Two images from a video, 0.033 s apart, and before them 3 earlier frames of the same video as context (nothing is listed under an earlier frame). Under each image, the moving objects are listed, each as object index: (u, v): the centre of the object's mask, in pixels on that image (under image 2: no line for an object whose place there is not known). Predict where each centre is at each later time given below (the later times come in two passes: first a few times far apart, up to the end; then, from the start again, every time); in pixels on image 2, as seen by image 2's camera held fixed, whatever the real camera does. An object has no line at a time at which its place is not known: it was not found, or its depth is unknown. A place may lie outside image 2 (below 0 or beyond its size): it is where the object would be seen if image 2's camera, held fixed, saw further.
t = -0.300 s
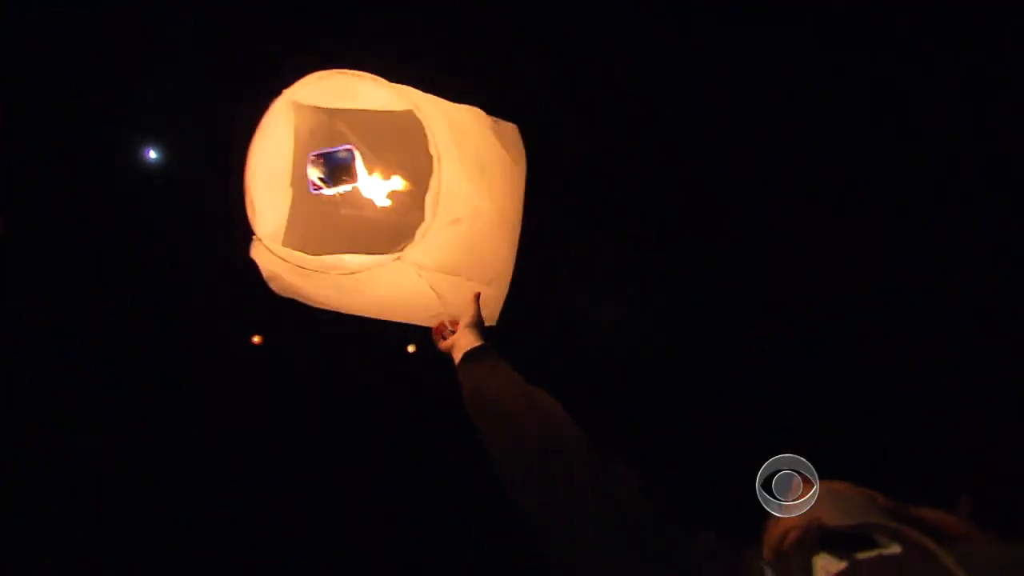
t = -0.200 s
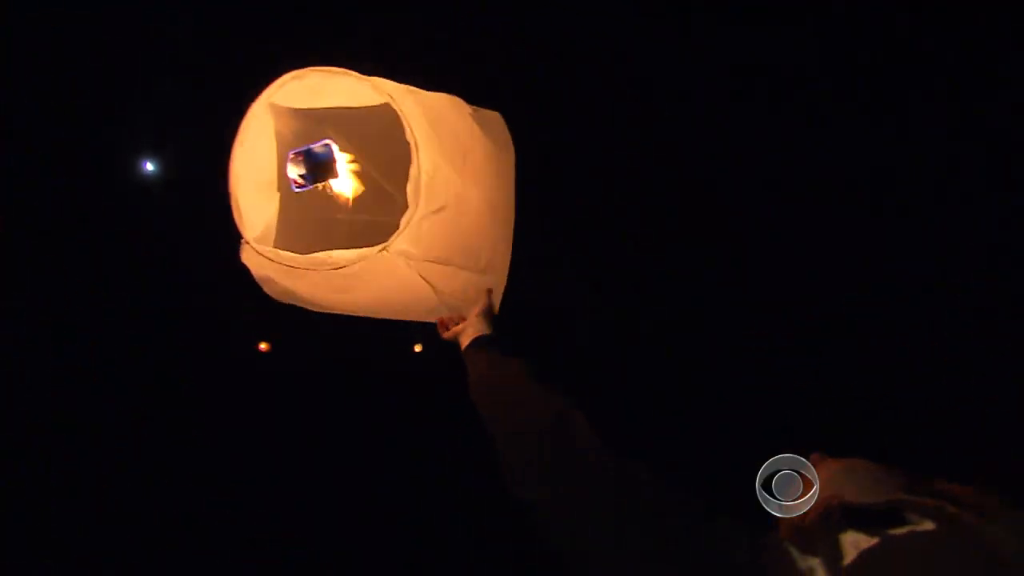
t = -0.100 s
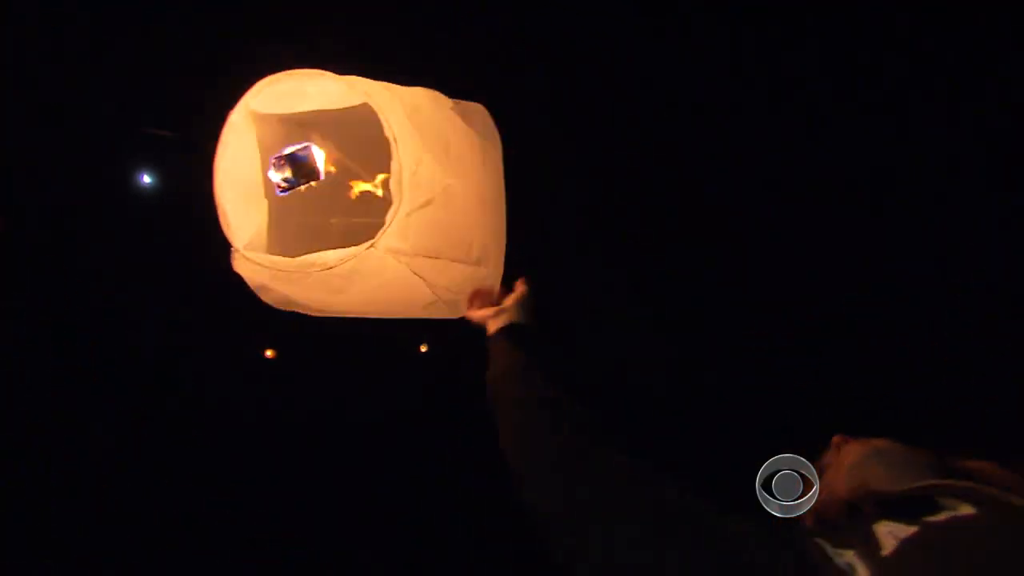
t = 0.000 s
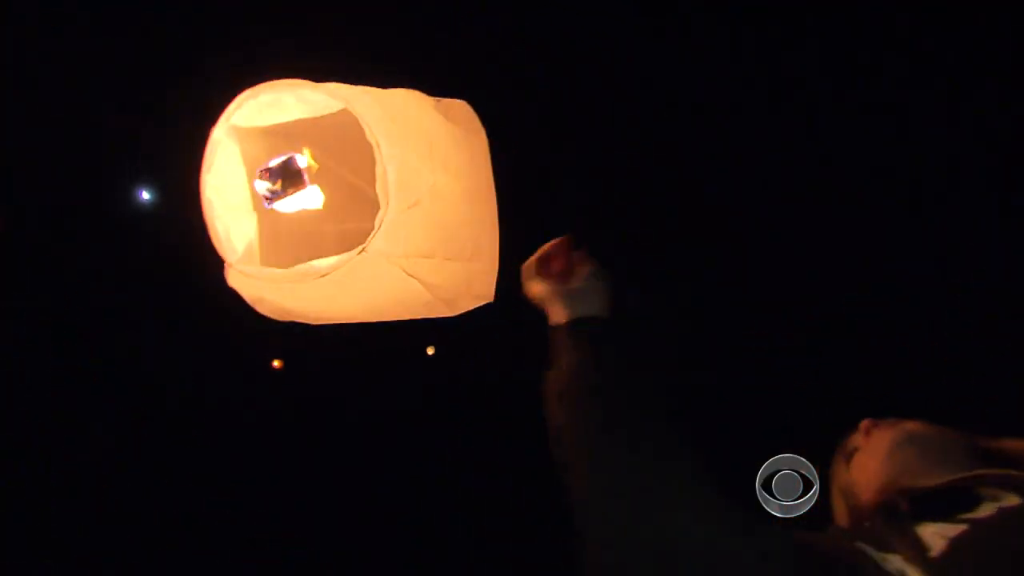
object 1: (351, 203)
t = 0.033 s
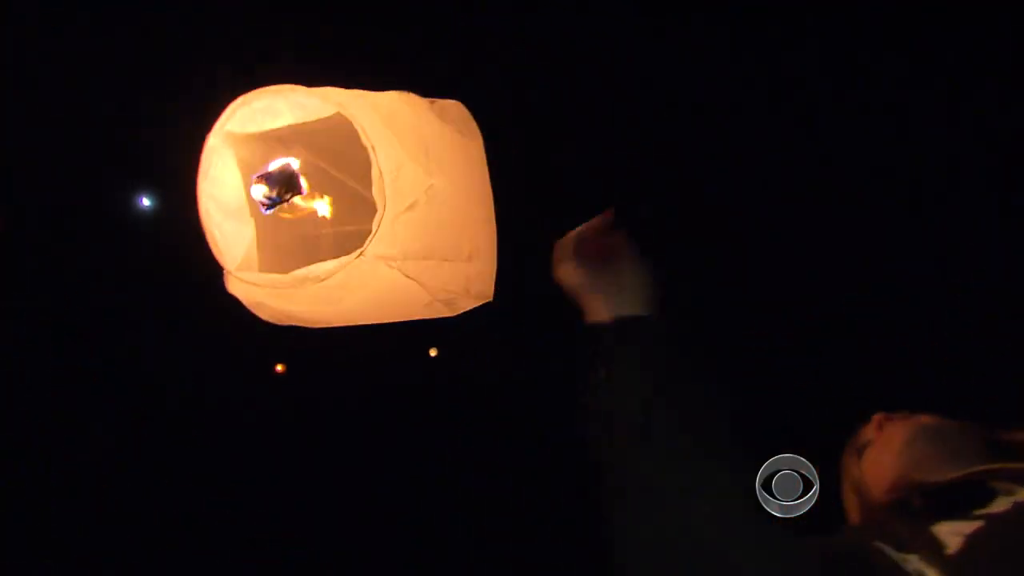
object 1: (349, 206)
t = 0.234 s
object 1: (344, 221)
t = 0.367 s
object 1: (340, 228)
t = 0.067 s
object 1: (346, 209)
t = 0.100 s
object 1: (345, 212)
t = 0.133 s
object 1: (344, 214)
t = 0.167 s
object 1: (343, 216)
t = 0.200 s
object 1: (343, 219)
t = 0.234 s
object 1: (344, 221)
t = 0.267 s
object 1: (345, 223)
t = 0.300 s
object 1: (345, 225)
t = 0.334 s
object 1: (346, 226)
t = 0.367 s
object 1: (340, 228)
